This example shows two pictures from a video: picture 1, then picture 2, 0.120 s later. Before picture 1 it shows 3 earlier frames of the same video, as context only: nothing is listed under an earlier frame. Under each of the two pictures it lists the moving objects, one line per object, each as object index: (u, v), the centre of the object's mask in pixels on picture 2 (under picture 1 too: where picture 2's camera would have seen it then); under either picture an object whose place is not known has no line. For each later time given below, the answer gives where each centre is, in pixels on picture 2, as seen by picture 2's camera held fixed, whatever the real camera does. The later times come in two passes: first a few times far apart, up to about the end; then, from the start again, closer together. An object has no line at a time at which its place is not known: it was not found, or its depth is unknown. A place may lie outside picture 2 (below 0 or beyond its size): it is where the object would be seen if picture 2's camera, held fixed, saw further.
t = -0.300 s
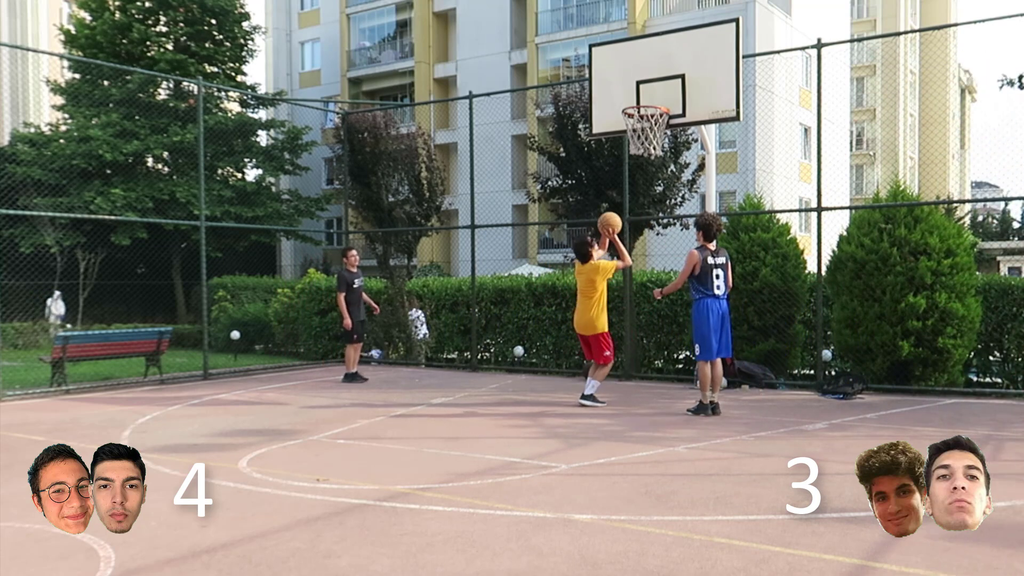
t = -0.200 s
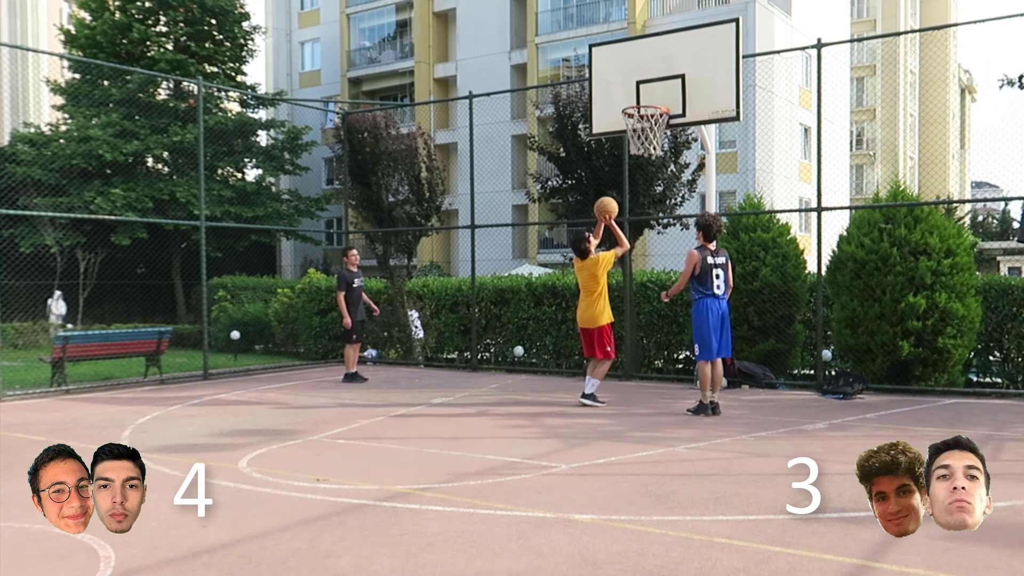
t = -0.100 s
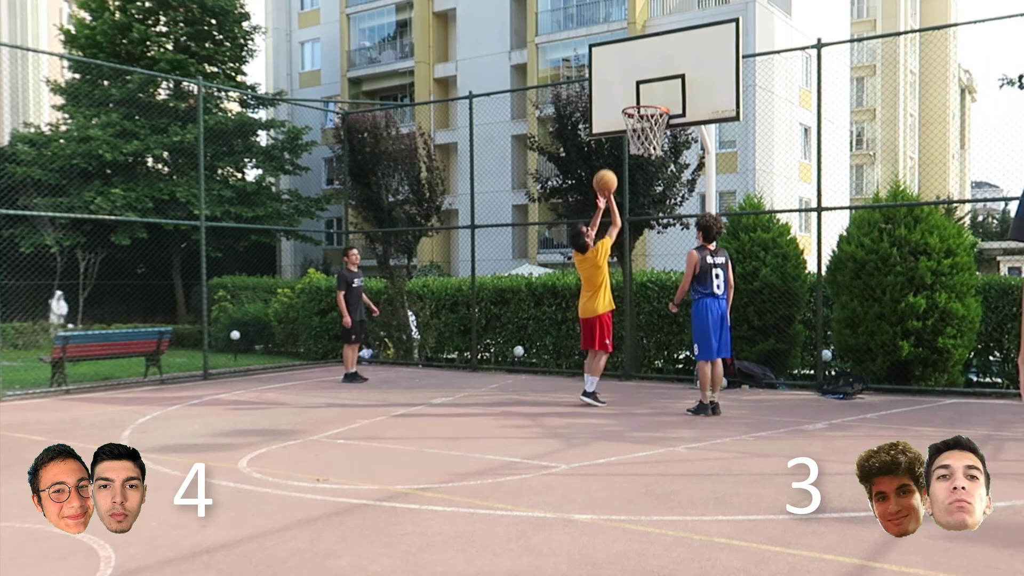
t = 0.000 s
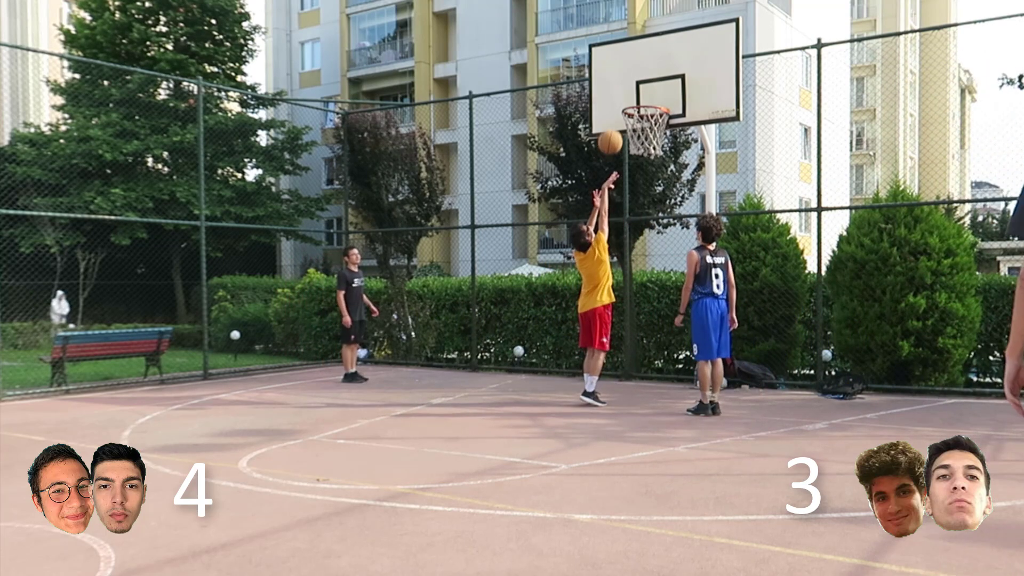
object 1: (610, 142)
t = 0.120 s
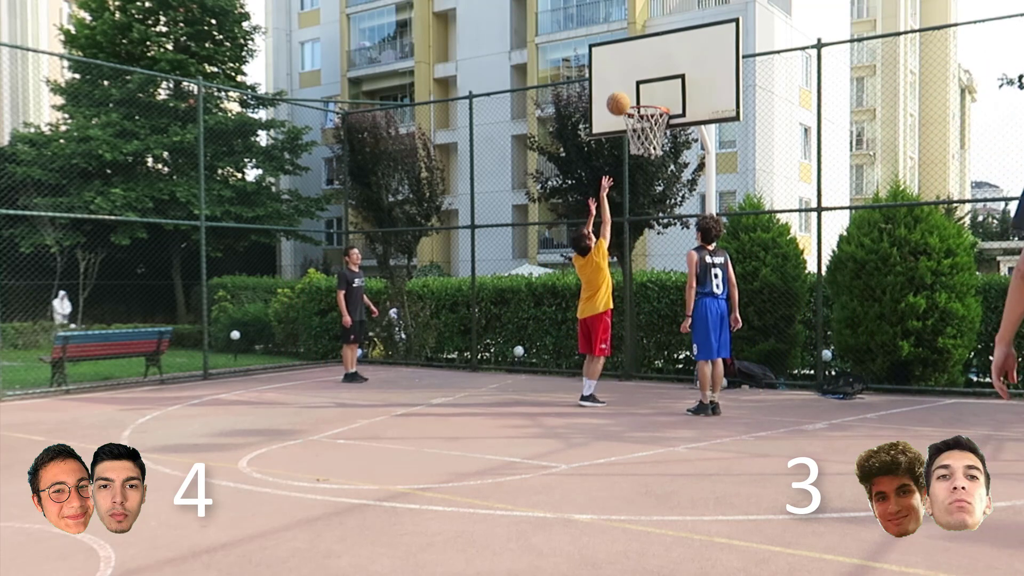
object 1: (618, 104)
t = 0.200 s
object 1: (624, 86)
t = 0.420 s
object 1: (639, 70)
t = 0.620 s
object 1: (652, 96)
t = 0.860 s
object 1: (642, 120)
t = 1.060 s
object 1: (641, 156)
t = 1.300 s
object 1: (641, 241)
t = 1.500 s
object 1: (642, 355)
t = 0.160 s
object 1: (621, 94)
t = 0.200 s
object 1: (624, 86)
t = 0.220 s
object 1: (625, 82)
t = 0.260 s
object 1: (628, 77)
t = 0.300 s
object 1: (630, 73)
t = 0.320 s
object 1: (632, 71)
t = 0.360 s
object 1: (635, 70)
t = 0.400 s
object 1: (637, 70)
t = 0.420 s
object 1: (639, 70)
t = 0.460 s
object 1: (641, 73)
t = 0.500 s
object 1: (644, 76)
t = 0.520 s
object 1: (646, 79)
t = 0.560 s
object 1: (648, 85)
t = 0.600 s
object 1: (651, 92)
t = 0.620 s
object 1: (652, 96)
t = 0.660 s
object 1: (652, 98)
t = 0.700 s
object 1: (650, 99)
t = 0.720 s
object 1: (649, 100)
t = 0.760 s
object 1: (647, 107)
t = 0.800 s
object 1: (646, 111)
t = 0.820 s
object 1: (645, 116)
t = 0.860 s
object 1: (642, 120)
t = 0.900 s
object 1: (641, 126)
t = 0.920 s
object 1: (642, 129)
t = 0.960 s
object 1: (641, 134)
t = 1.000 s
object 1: (643, 140)
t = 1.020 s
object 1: (642, 144)
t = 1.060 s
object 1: (641, 156)
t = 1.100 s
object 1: (642, 166)
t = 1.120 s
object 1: (642, 172)
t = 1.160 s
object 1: (642, 184)
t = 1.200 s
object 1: (642, 199)
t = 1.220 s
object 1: (642, 207)
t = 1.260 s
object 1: (641, 223)
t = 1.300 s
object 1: (641, 241)
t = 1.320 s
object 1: (641, 251)
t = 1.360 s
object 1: (642, 272)
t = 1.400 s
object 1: (642, 294)
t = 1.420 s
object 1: (642, 305)
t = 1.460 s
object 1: (642, 329)
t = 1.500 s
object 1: (642, 355)
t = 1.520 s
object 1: (642, 368)
